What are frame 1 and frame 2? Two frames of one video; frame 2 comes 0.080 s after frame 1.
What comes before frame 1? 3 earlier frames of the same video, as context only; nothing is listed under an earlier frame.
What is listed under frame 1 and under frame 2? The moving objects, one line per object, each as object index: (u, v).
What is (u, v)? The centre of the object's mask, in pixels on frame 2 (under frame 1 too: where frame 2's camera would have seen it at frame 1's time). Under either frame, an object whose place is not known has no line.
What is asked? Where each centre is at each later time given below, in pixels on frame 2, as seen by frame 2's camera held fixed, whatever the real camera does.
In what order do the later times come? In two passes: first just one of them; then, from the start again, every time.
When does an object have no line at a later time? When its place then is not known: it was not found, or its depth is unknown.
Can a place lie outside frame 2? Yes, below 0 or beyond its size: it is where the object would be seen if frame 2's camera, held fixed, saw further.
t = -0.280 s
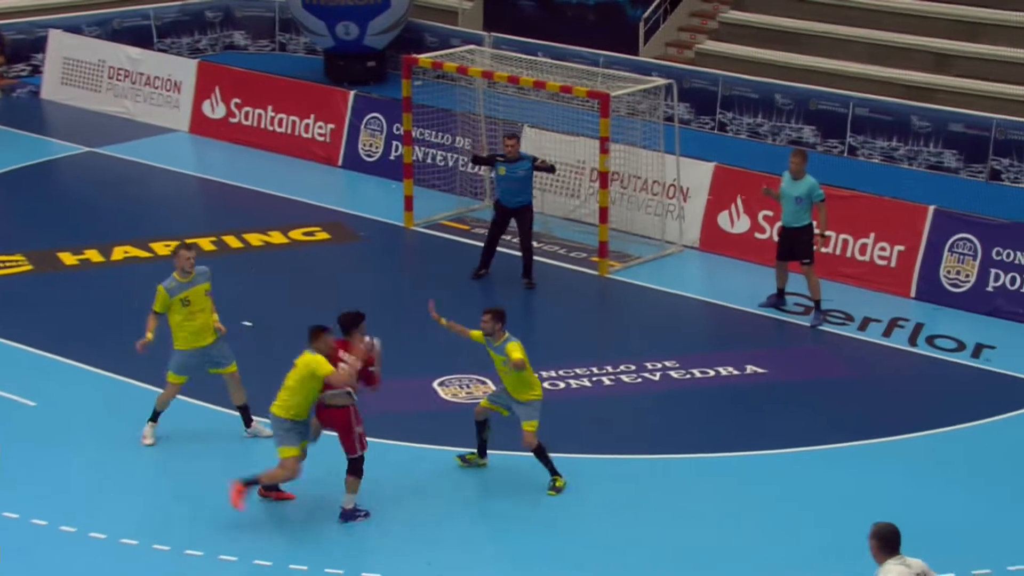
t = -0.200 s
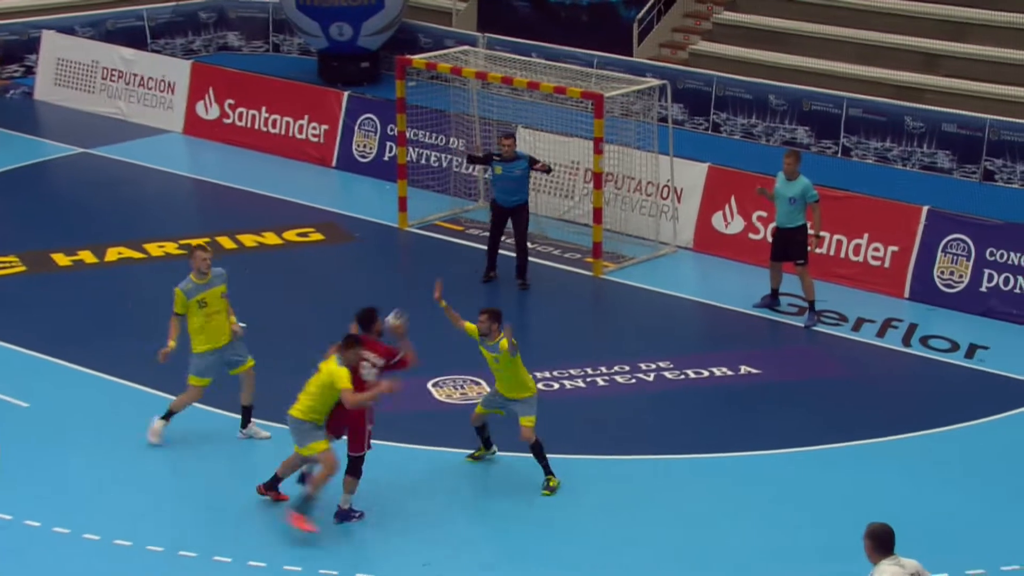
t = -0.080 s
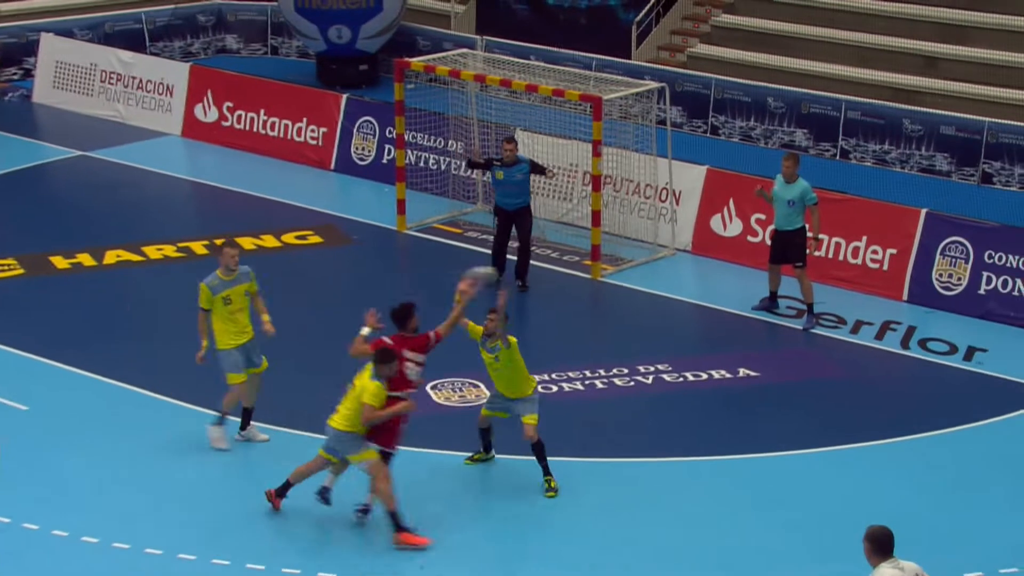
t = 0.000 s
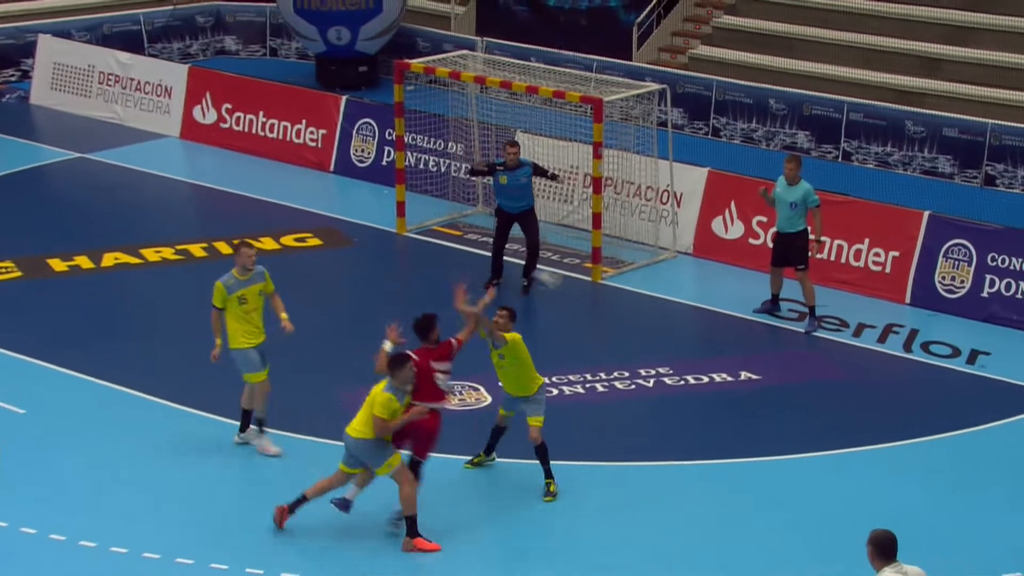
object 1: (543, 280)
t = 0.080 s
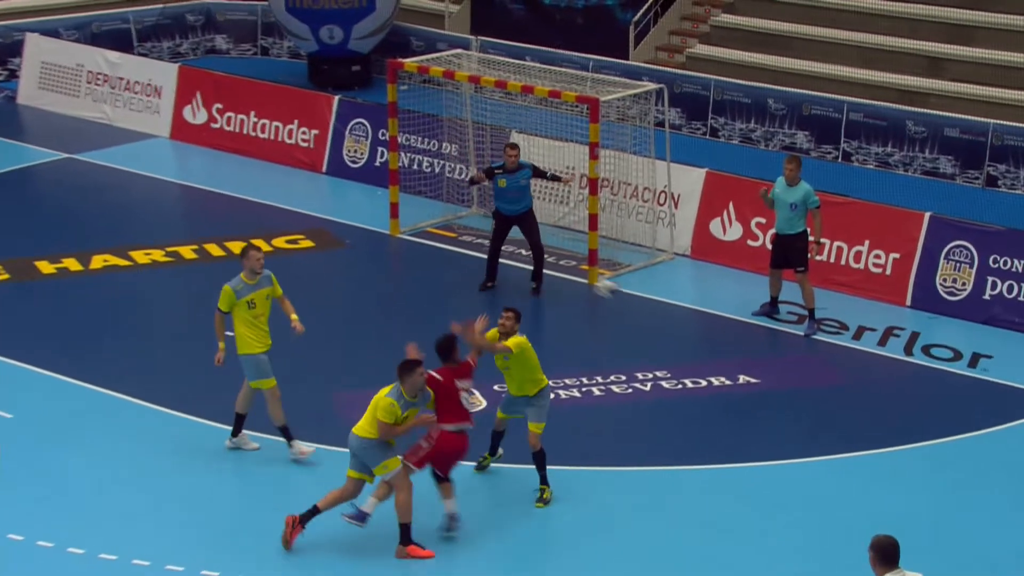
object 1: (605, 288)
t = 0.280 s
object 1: (765, 338)
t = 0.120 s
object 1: (640, 296)
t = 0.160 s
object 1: (672, 304)
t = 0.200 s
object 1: (707, 314)
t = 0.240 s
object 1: (737, 327)
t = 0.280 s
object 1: (765, 338)
